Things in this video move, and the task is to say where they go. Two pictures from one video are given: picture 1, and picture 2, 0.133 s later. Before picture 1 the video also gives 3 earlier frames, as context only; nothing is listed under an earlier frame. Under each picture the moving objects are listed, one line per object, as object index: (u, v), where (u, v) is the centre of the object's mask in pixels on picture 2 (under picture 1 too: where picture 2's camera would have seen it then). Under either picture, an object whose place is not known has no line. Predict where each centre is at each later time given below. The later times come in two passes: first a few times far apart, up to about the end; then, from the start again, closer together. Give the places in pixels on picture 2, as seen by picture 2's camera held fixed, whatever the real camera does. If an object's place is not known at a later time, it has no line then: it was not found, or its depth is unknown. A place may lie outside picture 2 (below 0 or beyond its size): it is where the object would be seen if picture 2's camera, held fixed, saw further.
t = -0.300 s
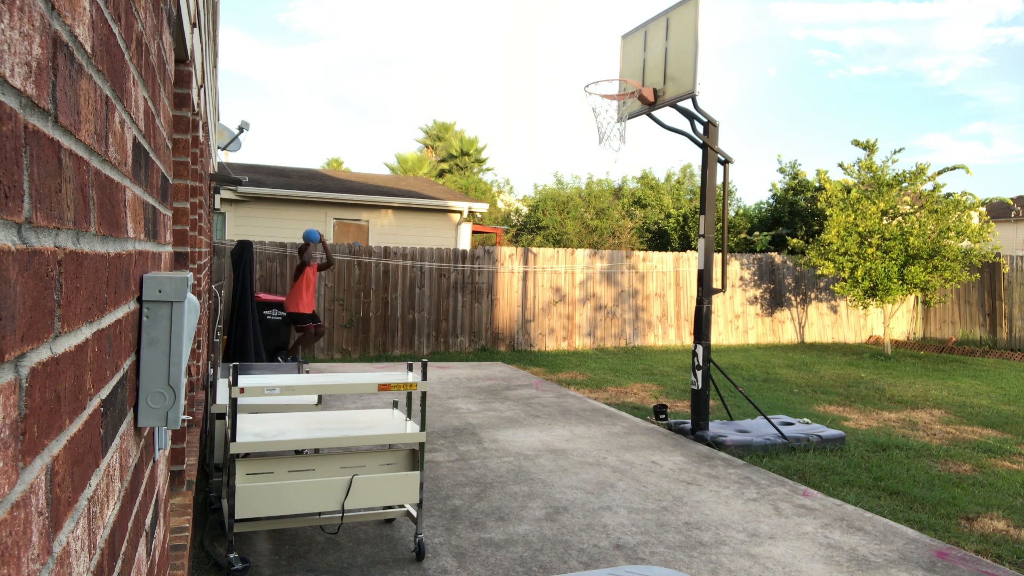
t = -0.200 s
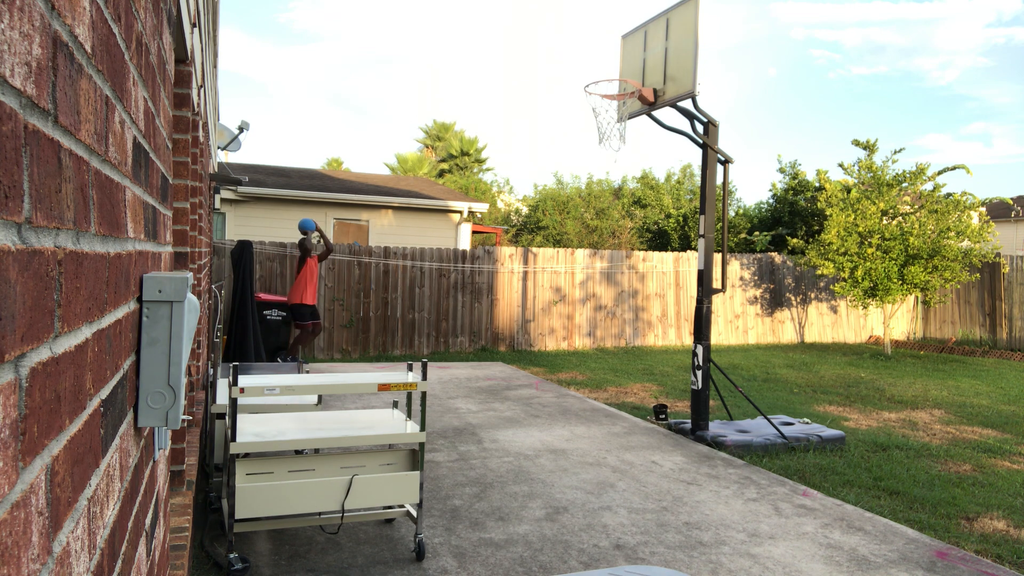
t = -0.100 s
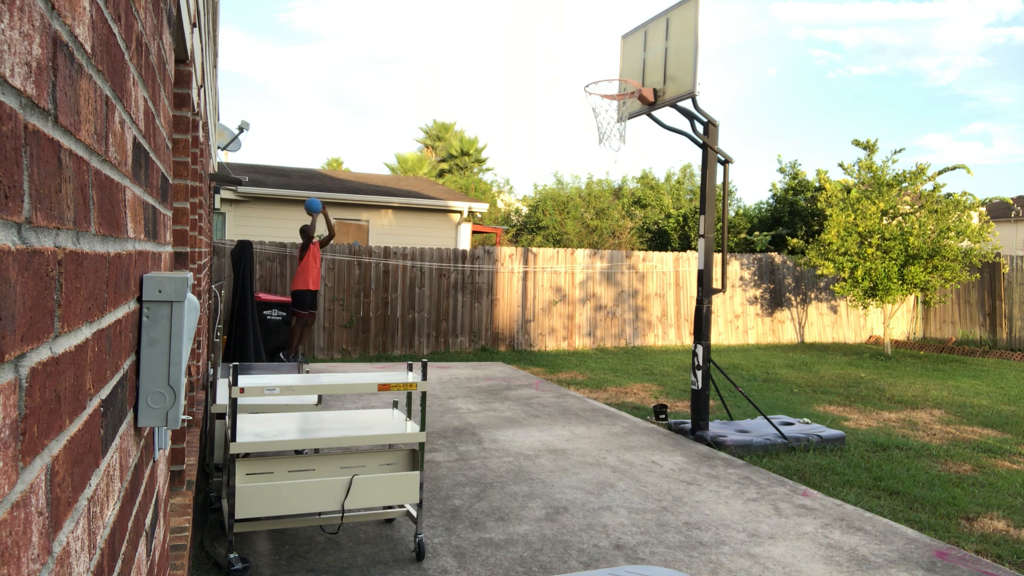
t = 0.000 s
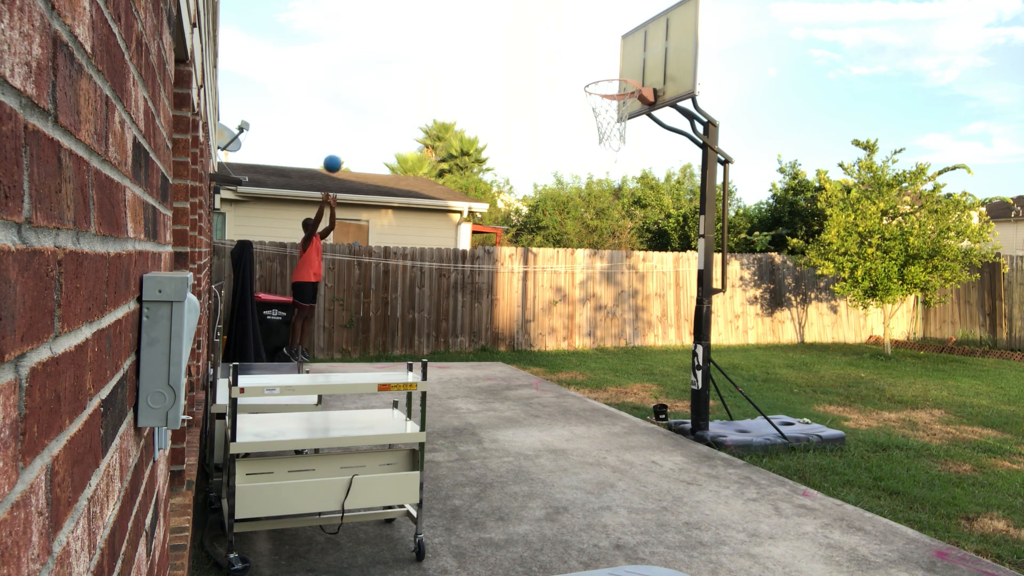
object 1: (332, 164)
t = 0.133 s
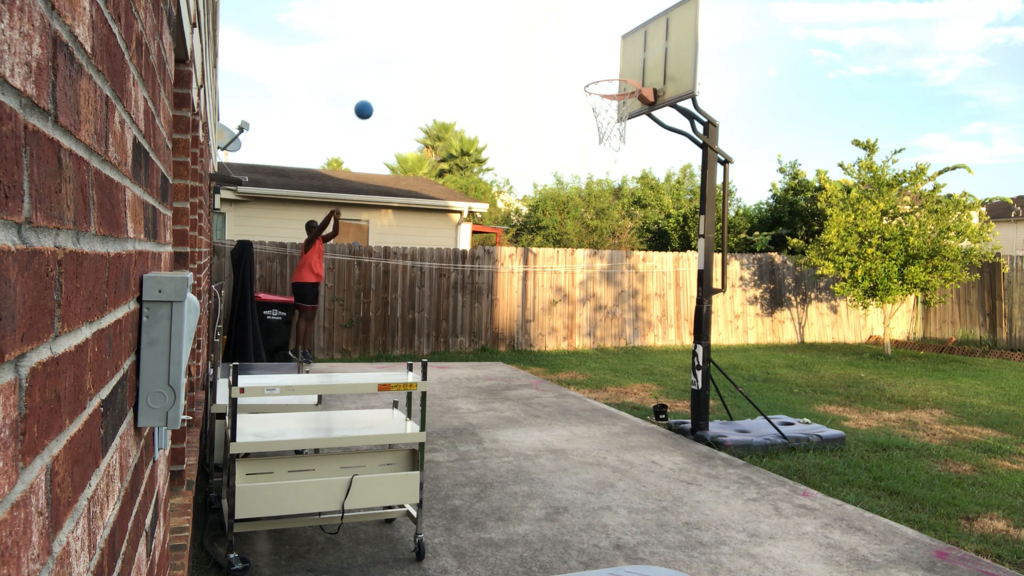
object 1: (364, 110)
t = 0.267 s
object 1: (398, 67)
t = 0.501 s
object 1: (465, 24)
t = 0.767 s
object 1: (556, 39)
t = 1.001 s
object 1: (628, 111)
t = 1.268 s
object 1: (622, 209)
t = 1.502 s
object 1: (616, 359)
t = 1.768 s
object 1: (599, 324)
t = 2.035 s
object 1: (576, 221)
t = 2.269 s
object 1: (555, 205)
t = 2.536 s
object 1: (533, 257)
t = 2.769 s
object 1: (513, 356)
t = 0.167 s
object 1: (372, 98)
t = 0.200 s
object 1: (380, 87)
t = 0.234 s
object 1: (389, 76)
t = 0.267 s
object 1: (398, 67)
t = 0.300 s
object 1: (407, 58)
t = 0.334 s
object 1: (416, 50)
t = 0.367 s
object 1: (425, 43)
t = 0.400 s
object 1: (435, 37)
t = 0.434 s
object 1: (445, 31)
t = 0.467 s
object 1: (455, 27)
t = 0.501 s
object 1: (465, 24)
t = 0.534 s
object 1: (475, 21)
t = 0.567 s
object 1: (486, 20)
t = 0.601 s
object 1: (497, 20)
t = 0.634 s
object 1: (508, 22)
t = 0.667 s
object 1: (519, 24)
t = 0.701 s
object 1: (531, 27)
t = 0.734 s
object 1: (543, 32)
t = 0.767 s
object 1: (556, 39)
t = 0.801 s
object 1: (568, 46)
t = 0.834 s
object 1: (581, 55)
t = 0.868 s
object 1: (594, 65)
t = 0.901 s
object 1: (607, 78)
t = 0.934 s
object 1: (620, 92)
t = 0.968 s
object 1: (628, 102)
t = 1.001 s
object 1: (628, 111)
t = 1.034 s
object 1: (628, 119)
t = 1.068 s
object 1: (627, 129)
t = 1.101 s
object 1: (626, 139)
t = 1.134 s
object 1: (626, 151)
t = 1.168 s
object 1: (625, 164)
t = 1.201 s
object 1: (624, 178)
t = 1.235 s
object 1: (623, 193)
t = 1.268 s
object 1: (622, 209)
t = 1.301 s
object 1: (621, 227)
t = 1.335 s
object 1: (620, 247)
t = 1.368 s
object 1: (620, 267)
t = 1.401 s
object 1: (619, 288)
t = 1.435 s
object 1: (618, 311)
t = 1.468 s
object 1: (617, 334)
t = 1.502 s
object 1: (616, 359)
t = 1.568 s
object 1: (614, 412)
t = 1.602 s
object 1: (613, 440)
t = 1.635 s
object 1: (610, 415)
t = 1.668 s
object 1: (607, 389)
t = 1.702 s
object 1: (604, 366)
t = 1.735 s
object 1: (601, 345)
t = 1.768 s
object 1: (599, 324)
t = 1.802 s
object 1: (596, 306)
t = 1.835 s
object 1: (593, 289)
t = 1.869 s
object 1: (591, 274)
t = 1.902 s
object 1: (587, 260)
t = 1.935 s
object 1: (585, 248)
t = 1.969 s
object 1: (582, 238)
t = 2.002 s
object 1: (579, 229)
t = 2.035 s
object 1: (576, 221)
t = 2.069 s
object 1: (573, 215)
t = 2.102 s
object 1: (570, 210)
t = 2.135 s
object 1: (567, 206)
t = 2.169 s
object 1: (564, 204)
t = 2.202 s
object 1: (561, 203)
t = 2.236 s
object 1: (559, 203)
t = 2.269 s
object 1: (555, 205)
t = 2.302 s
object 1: (553, 207)
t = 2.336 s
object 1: (550, 211)
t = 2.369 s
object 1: (547, 216)
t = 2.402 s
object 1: (544, 222)
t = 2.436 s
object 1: (541, 229)
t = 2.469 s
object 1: (538, 237)
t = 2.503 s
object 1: (535, 247)
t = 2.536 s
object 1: (533, 257)
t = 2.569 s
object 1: (530, 268)
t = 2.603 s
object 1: (527, 281)
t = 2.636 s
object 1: (524, 294)
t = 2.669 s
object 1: (522, 308)
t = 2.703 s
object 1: (519, 323)
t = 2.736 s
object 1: (516, 339)
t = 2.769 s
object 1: (513, 356)
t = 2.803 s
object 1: (510, 373)
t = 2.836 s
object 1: (508, 392)
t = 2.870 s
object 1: (505, 408)
